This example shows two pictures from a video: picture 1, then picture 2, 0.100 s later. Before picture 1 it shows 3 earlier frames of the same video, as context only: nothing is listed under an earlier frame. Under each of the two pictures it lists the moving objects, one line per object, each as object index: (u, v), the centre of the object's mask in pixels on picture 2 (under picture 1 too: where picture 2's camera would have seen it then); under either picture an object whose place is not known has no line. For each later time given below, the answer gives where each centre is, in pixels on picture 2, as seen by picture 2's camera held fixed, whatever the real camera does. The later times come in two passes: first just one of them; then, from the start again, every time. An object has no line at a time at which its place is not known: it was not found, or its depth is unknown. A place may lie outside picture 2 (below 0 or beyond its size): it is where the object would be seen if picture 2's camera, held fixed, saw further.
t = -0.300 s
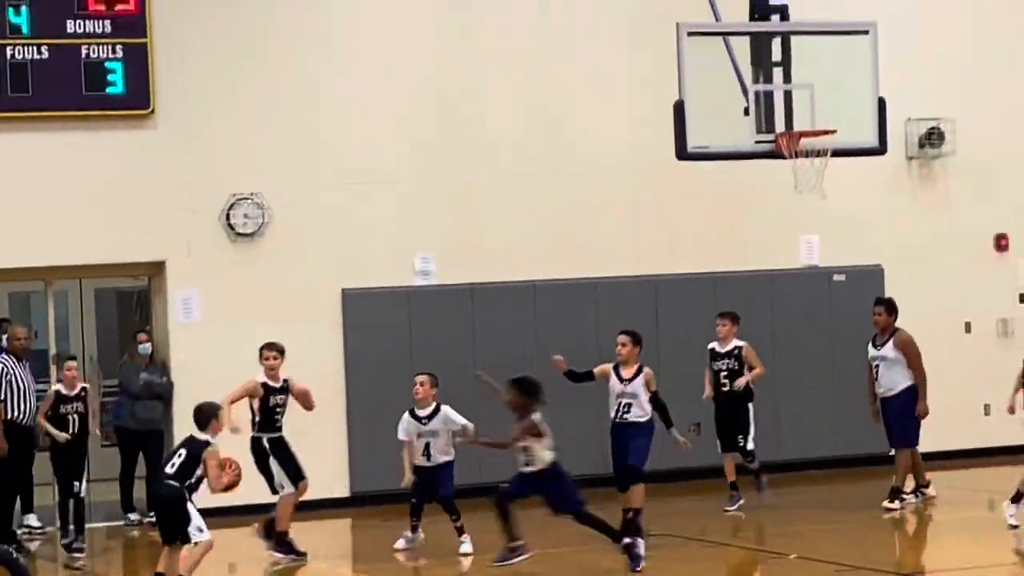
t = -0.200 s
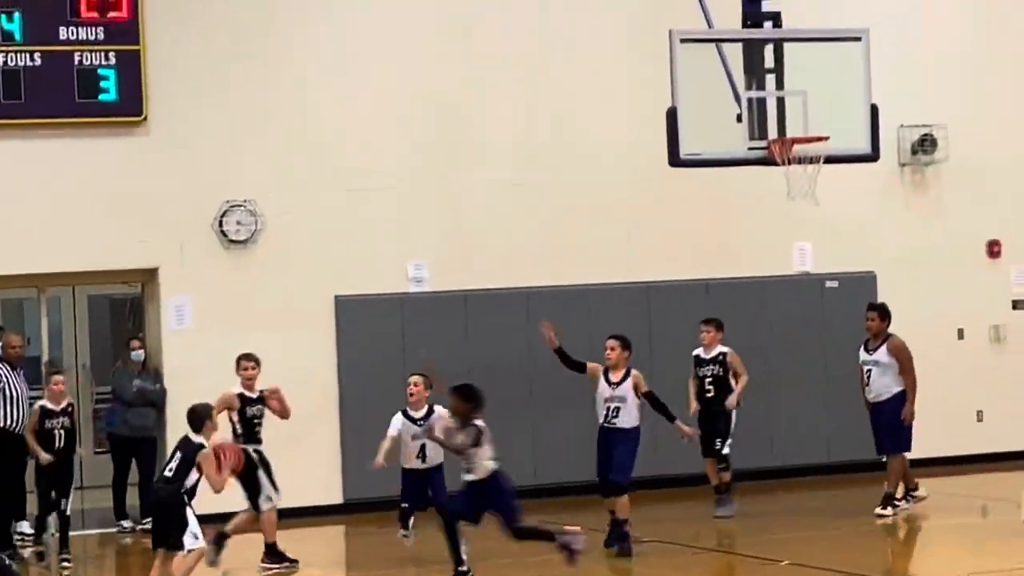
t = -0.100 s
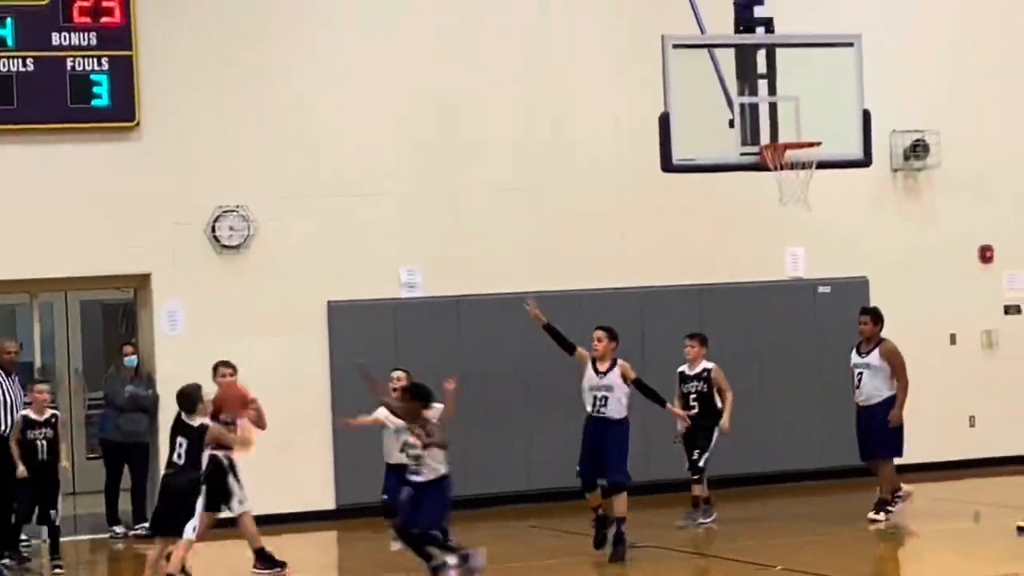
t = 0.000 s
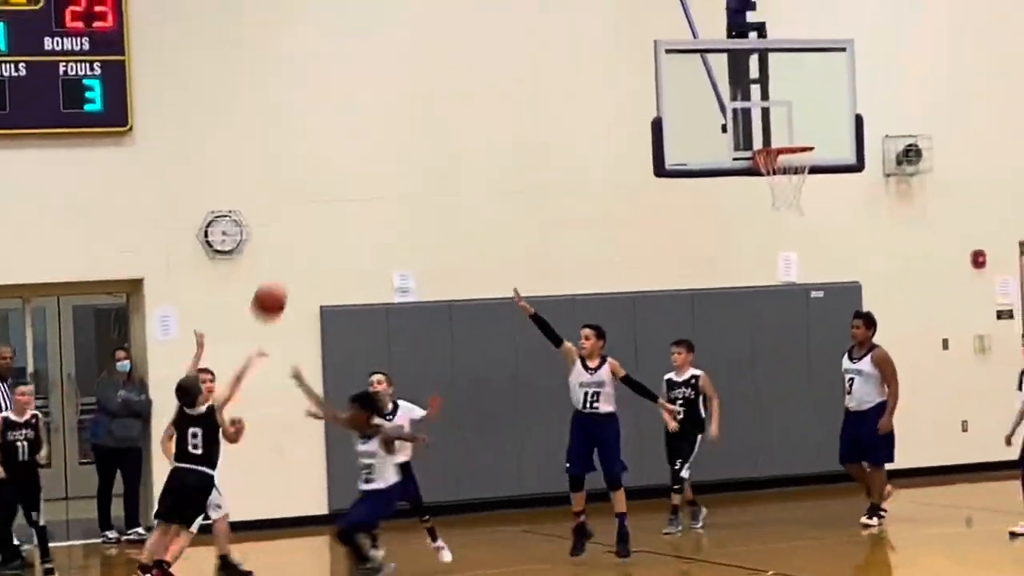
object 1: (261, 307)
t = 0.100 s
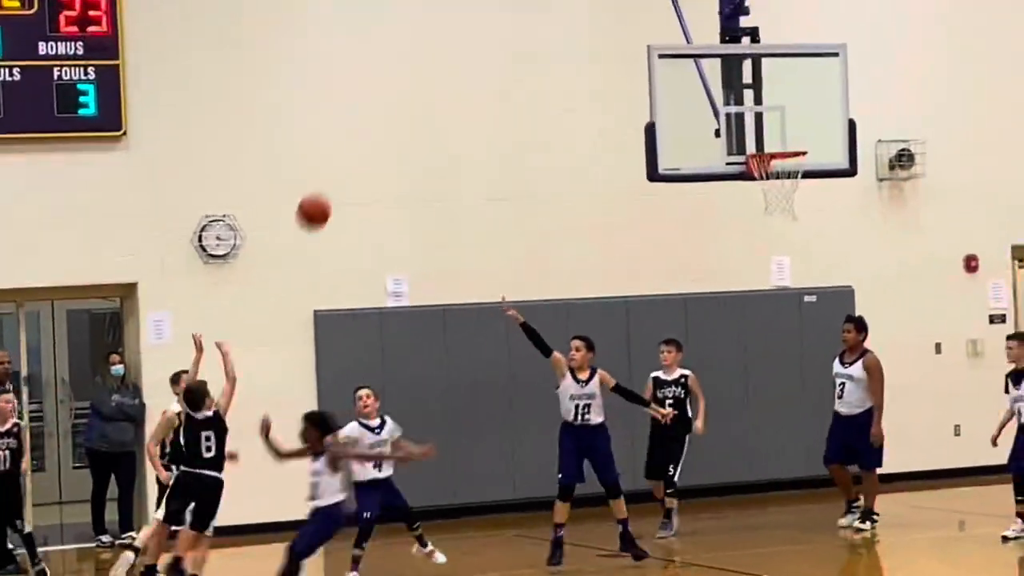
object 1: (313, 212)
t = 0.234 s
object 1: (379, 113)
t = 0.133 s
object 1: (330, 184)
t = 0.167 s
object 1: (347, 157)
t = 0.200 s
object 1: (364, 134)
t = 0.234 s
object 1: (379, 113)
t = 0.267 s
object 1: (396, 92)
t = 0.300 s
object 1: (411, 74)
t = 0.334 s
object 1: (426, 58)
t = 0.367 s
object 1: (441, 43)
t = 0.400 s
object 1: (457, 30)
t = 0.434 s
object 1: (473, 18)
